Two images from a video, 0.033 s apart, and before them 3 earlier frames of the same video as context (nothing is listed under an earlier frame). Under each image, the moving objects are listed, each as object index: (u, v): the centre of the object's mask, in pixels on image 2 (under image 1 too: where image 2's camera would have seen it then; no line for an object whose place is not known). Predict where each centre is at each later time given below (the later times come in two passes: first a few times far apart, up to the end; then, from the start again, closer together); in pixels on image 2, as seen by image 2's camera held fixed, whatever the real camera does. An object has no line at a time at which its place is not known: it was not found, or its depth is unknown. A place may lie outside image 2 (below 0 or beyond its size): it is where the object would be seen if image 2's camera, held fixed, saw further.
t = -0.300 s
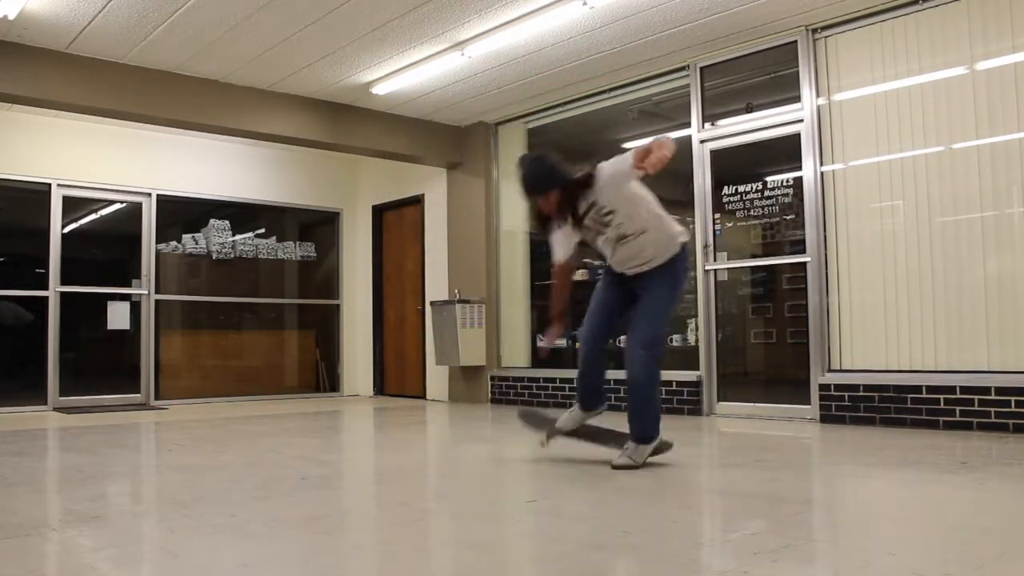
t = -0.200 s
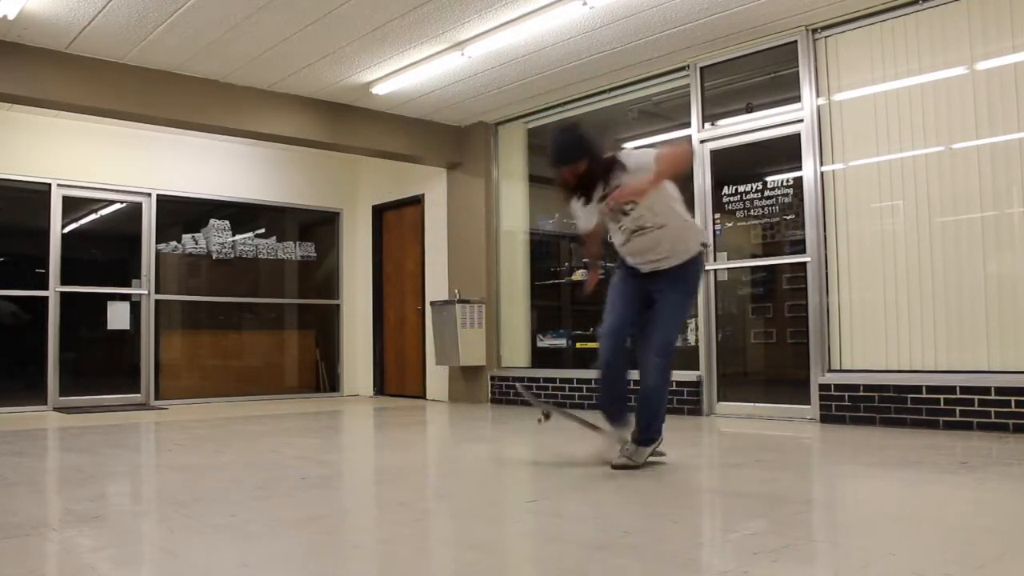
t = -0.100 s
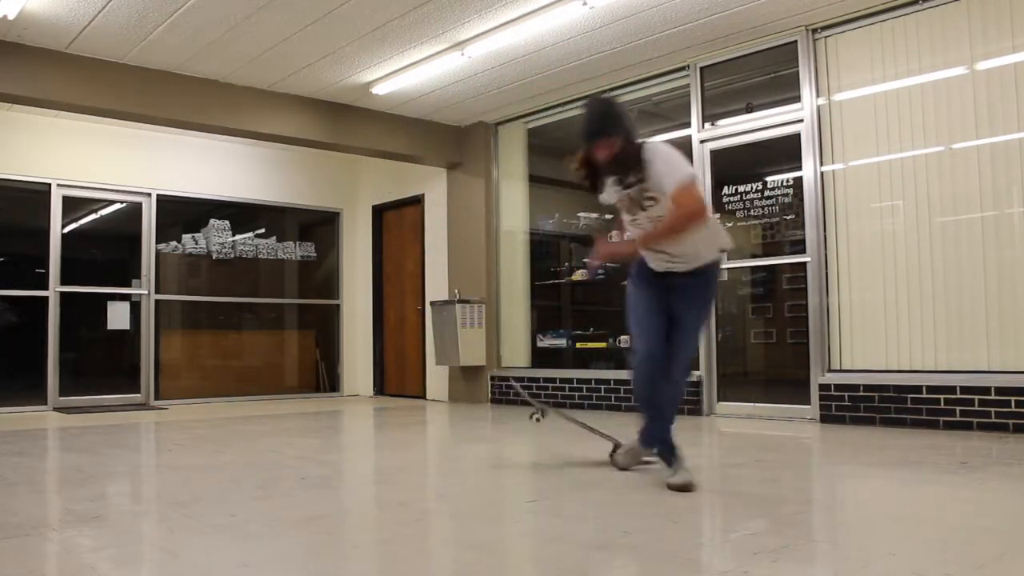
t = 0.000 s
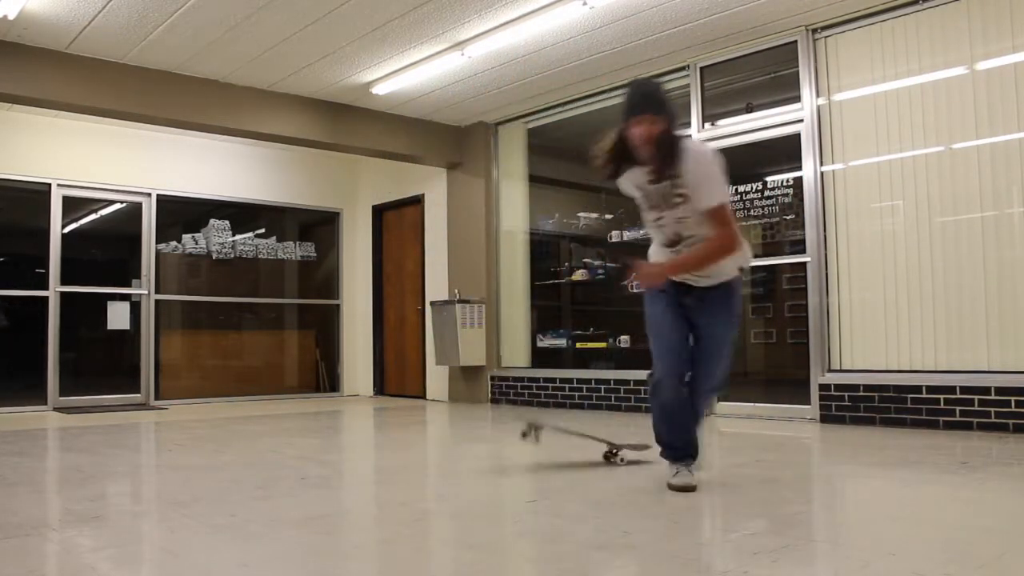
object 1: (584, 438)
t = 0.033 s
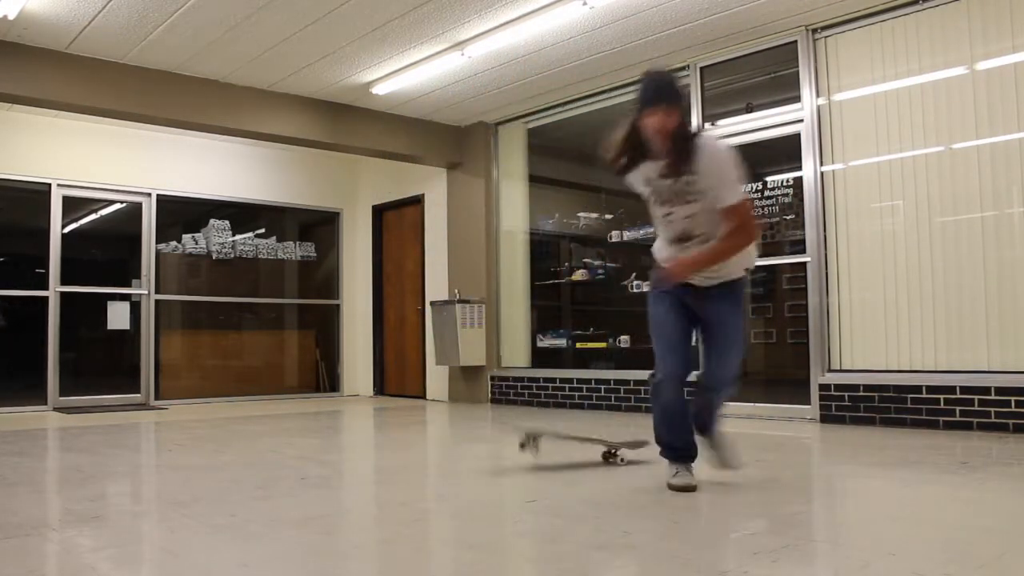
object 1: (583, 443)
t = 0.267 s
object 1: (561, 451)
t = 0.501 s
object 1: (543, 453)
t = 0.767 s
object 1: (525, 455)
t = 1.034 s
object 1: (507, 457)
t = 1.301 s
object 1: (489, 458)
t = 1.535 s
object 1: (475, 459)
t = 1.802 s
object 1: (460, 461)
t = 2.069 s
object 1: (445, 462)
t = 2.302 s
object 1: (432, 463)
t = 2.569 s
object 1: (418, 464)
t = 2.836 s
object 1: (406, 465)
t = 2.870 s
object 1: (404, 465)
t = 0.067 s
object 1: (581, 447)
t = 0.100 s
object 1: (572, 448)
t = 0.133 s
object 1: (569, 448)
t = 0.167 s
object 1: (566, 446)
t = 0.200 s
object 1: (566, 447)
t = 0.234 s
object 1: (562, 449)
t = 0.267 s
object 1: (561, 451)
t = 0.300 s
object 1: (557, 451)
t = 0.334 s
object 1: (556, 452)
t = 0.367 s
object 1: (553, 452)
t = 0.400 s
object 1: (551, 452)
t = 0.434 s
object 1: (548, 453)
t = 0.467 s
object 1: (545, 453)
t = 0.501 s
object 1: (543, 453)
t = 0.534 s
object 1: (541, 453)
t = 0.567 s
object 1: (539, 454)
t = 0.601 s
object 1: (536, 454)
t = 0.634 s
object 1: (534, 454)
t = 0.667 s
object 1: (532, 454)
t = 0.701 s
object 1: (529, 455)
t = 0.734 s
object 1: (526, 455)
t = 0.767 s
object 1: (525, 455)
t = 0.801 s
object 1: (522, 455)
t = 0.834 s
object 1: (520, 455)
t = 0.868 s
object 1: (518, 456)
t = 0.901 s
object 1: (516, 456)
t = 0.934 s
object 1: (513, 456)
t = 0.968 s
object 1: (511, 456)
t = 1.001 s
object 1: (509, 456)
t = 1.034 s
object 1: (507, 457)
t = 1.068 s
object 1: (504, 457)
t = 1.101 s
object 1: (502, 457)
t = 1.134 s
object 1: (500, 457)
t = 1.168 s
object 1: (498, 457)
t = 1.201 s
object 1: (495, 458)
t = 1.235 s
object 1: (494, 458)
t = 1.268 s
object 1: (491, 458)
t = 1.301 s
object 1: (489, 458)
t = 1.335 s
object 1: (488, 458)
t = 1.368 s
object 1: (485, 458)
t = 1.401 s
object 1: (483, 459)
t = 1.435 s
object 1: (480, 459)
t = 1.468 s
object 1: (479, 459)
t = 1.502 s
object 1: (477, 459)
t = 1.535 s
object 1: (475, 459)
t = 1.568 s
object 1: (473, 459)
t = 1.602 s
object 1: (471, 459)
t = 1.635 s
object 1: (468, 460)
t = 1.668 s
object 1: (467, 460)
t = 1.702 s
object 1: (465, 460)
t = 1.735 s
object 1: (463, 460)
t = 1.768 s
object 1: (462, 460)
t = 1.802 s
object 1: (460, 461)
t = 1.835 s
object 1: (457, 461)
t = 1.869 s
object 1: (455, 461)
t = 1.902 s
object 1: (453, 461)
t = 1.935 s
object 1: (451, 461)
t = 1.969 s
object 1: (450, 461)
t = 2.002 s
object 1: (448, 461)
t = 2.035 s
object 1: (447, 462)
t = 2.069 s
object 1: (445, 462)
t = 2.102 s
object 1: (443, 462)
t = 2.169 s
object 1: (438, 462)
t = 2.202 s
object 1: (437, 462)
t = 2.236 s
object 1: (435, 463)
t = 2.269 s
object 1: (434, 463)
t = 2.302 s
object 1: (432, 463)
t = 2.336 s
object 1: (430, 463)
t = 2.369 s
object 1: (428, 463)
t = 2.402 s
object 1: (426, 464)
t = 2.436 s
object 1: (424, 464)
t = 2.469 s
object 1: (423, 464)
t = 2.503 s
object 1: (421, 464)
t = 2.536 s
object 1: (420, 464)
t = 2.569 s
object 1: (418, 464)
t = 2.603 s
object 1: (417, 464)
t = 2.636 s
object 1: (415, 464)
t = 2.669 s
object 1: (413, 464)
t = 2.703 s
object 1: (412, 465)
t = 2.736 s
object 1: (410, 465)
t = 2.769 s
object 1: (409, 465)
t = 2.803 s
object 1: (408, 465)
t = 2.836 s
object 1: (406, 465)
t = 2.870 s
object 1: (404, 465)
